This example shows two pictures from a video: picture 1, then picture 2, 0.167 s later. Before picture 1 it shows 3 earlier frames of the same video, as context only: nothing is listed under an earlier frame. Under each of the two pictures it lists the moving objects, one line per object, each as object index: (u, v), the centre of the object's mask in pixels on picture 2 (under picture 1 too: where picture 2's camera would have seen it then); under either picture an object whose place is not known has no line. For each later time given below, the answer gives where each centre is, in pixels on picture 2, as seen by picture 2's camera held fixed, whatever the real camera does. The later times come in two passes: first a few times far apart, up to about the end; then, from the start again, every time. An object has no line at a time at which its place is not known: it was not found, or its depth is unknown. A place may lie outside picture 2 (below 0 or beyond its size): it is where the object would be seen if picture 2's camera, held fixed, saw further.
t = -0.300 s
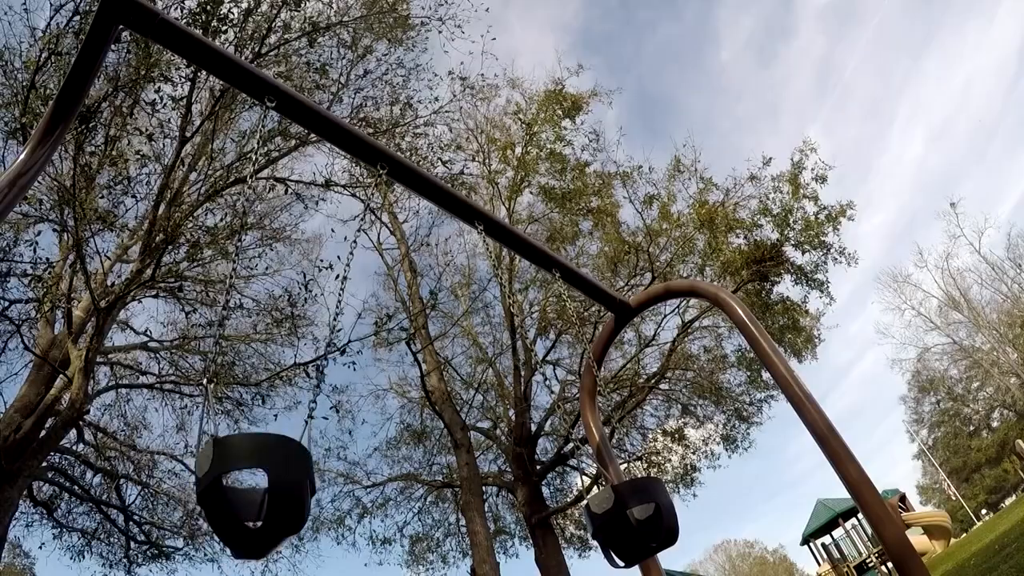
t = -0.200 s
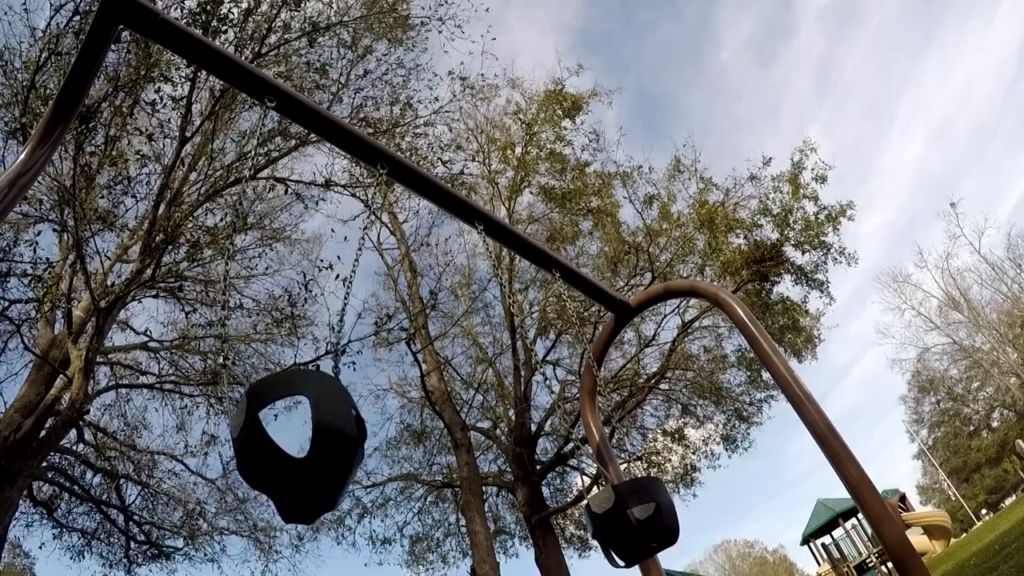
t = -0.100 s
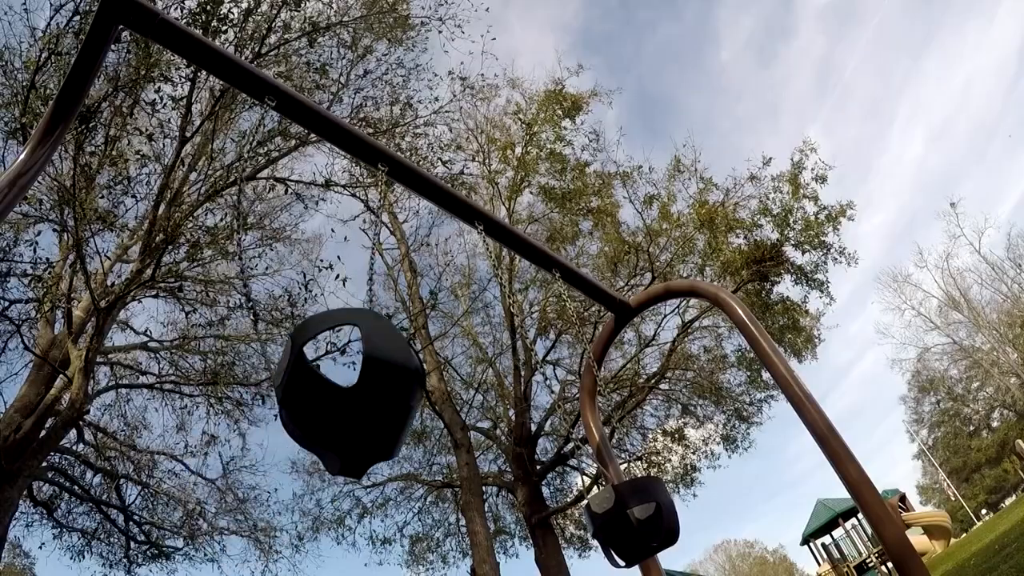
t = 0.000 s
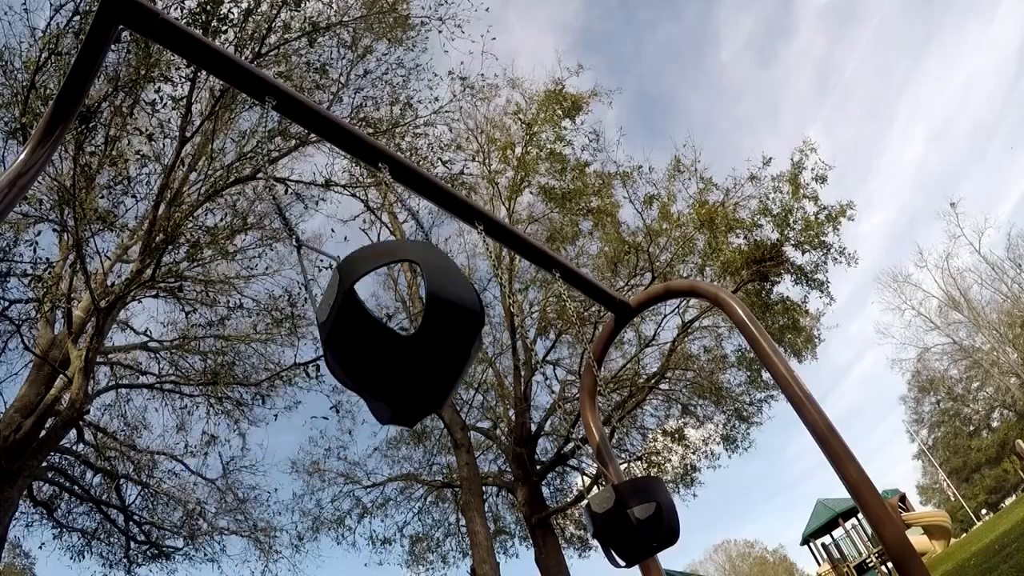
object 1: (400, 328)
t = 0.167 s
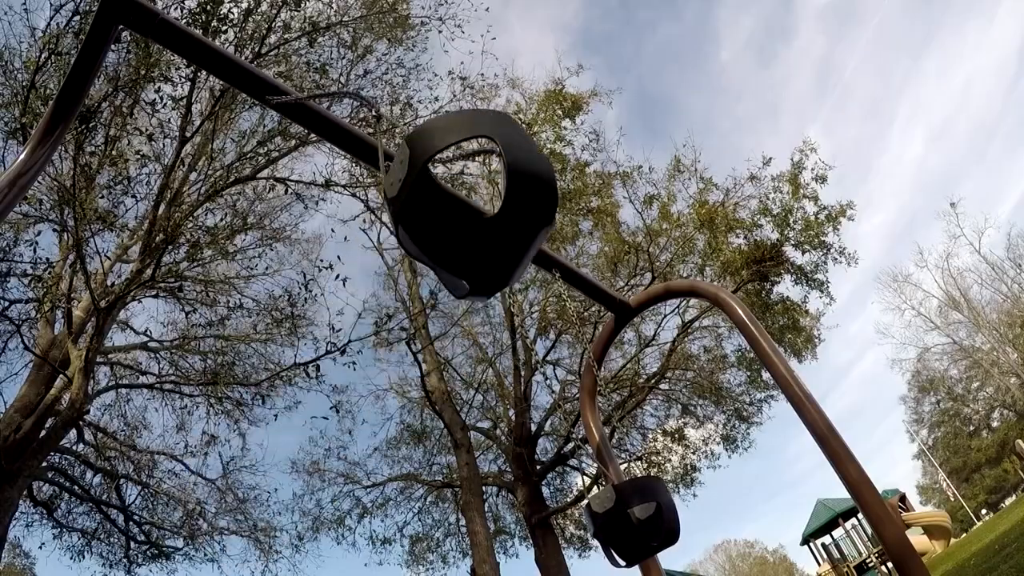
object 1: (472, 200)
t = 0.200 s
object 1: (485, 177)
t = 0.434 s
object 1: (553, 73)
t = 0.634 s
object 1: (514, 92)
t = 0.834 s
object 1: (442, 241)
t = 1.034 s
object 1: (298, 430)
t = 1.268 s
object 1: (229, 507)
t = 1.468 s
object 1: (210, 502)
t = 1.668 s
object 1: (201, 508)
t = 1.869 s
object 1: (215, 489)
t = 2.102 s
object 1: (249, 508)
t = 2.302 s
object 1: (324, 406)
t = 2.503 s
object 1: (418, 290)
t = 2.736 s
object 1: (486, 150)
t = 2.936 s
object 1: (522, 93)
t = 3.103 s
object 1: (484, 127)
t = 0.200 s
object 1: (485, 177)
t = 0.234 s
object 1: (498, 155)
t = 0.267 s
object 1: (513, 134)
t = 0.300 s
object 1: (525, 118)
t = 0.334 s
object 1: (538, 101)
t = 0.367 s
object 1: (547, 88)
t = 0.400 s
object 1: (553, 79)
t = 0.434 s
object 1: (553, 73)
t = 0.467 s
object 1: (551, 71)
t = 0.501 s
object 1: (546, 70)
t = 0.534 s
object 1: (539, 71)
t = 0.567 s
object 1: (532, 74)
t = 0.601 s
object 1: (523, 80)
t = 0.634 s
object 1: (514, 92)
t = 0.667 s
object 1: (504, 107)
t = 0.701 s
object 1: (492, 127)
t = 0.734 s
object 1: (481, 150)
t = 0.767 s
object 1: (469, 177)
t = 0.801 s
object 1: (454, 210)
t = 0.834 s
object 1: (442, 241)
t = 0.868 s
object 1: (411, 290)
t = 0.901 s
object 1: (385, 326)
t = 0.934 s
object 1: (360, 357)
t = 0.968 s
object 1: (337, 383)
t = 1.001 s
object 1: (316, 408)
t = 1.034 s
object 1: (298, 430)
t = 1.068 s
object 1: (283, 448)
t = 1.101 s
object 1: (269, 466)
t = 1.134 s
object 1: (258, 481)
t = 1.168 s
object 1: (249, 493)
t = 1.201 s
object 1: (241, 502)
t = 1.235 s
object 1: (234, 506)
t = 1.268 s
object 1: (229, 507)
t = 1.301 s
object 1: (226, 506)
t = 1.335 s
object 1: (223, 503)
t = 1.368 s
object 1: (220, 502)
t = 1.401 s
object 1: (217, 501)
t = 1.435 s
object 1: (214, 501)
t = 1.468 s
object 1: (210, 502)
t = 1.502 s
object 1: (207, 504)
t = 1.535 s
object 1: (205, 509)
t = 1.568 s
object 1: (204, 510)
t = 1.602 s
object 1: (203, 514)
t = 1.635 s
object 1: (202, 512)
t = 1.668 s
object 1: (201, 508)
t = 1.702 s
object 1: (203, 503)
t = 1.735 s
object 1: (205, 497)
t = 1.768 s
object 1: (207, 493)
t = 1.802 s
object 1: (210, 490)
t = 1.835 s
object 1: (212, 489)
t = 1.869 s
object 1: (215, 489)
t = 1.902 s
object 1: (218, 491)
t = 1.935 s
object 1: (221, 494)
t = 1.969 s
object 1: (225, 499)
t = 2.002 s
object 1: (229, 504)
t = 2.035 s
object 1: (236, 509)
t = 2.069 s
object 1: (241, 513)
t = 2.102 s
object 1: (249, 508)
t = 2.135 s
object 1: (259, 498)
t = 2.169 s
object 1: (270, 484)
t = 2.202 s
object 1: (283, 466)
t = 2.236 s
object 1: (296, 446)
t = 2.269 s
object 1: (310, 427)
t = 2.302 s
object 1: (324, 406)
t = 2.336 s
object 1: (339, 387)
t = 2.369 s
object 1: (355, 368)
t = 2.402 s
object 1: (371, 349)
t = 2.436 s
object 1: (387, 330)
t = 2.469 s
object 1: (403, 311)
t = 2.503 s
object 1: (418, 290)
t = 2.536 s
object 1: (430, 268)
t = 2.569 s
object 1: (441, 245)
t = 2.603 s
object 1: (450, 223)
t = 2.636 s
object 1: (459, 202)
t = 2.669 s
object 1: (468, 183)
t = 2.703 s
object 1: (477, 166)
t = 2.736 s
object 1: (486, 150)
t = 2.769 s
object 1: (495, 135)
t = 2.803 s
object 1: (504, 122)
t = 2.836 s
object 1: (520, 104)
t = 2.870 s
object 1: (519, 102)
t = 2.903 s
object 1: (523, 96)
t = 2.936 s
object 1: (522, 93)
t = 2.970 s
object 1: (518, 93)
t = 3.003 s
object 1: (511, 96)
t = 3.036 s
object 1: (503, 103)
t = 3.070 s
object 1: (494, 114)
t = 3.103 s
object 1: (484, 127)
